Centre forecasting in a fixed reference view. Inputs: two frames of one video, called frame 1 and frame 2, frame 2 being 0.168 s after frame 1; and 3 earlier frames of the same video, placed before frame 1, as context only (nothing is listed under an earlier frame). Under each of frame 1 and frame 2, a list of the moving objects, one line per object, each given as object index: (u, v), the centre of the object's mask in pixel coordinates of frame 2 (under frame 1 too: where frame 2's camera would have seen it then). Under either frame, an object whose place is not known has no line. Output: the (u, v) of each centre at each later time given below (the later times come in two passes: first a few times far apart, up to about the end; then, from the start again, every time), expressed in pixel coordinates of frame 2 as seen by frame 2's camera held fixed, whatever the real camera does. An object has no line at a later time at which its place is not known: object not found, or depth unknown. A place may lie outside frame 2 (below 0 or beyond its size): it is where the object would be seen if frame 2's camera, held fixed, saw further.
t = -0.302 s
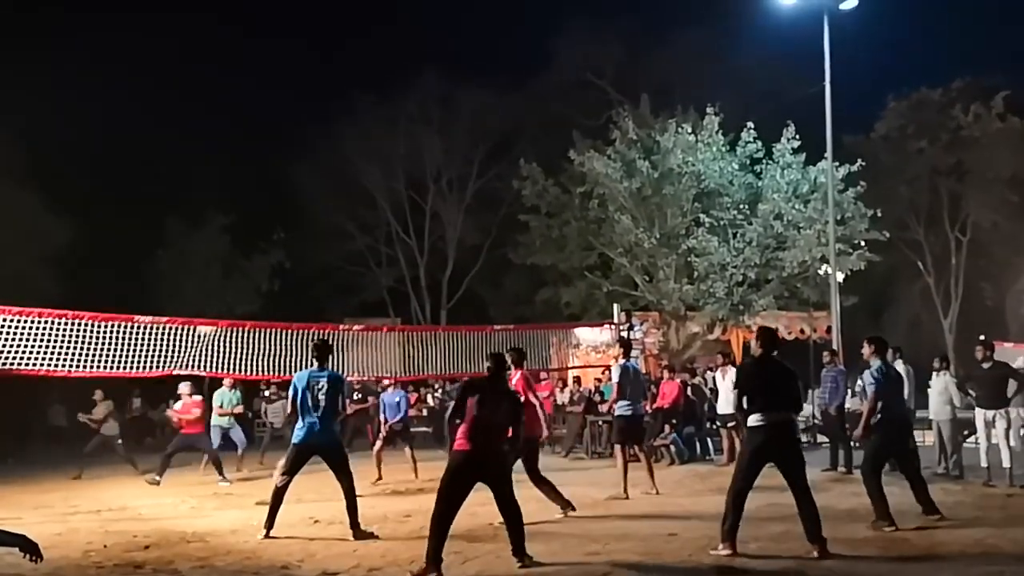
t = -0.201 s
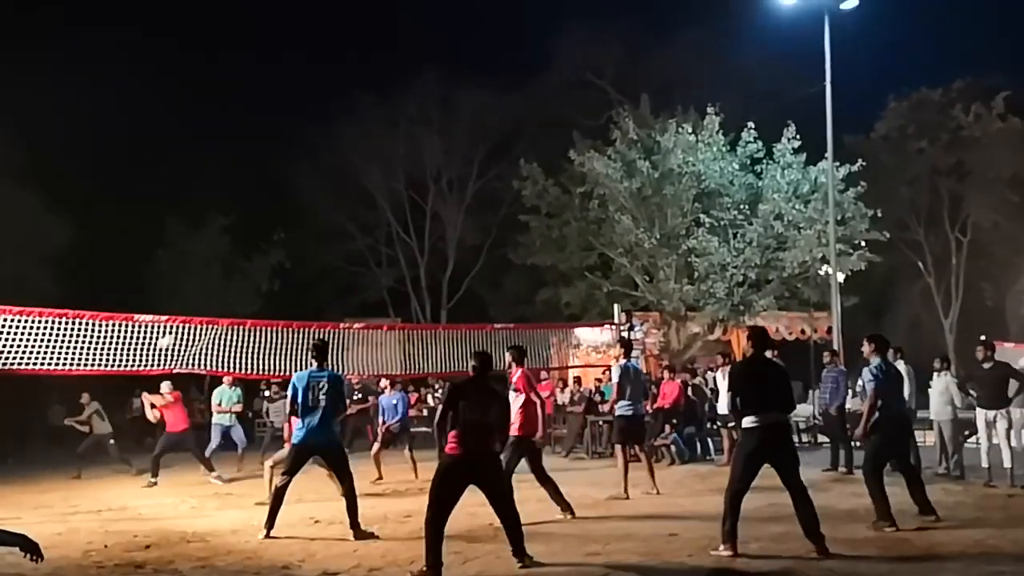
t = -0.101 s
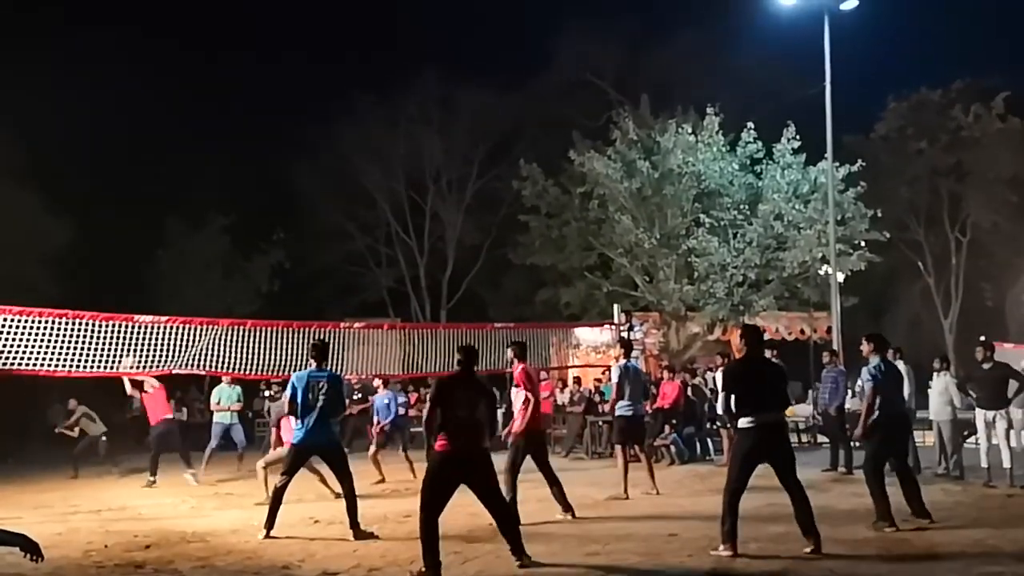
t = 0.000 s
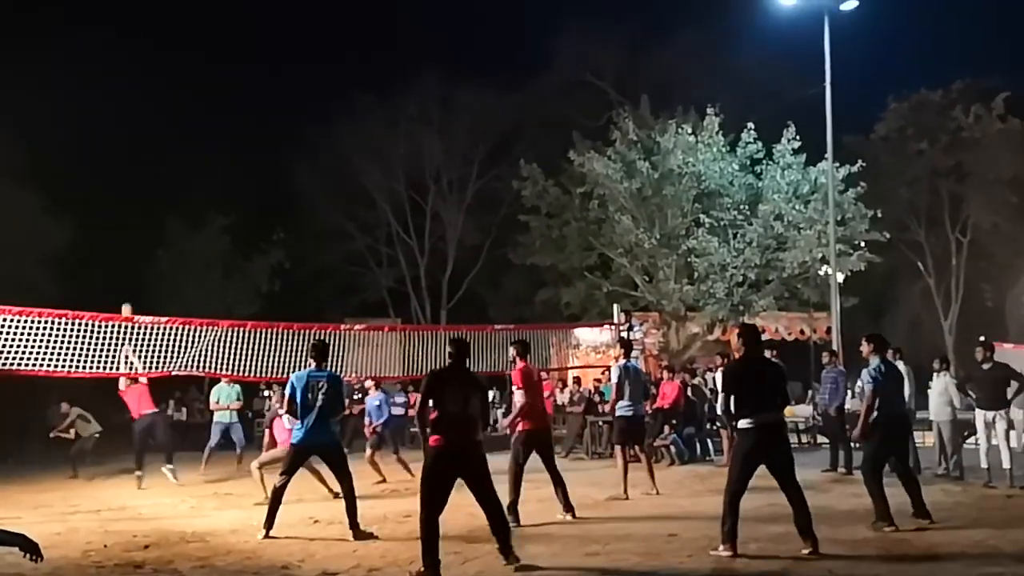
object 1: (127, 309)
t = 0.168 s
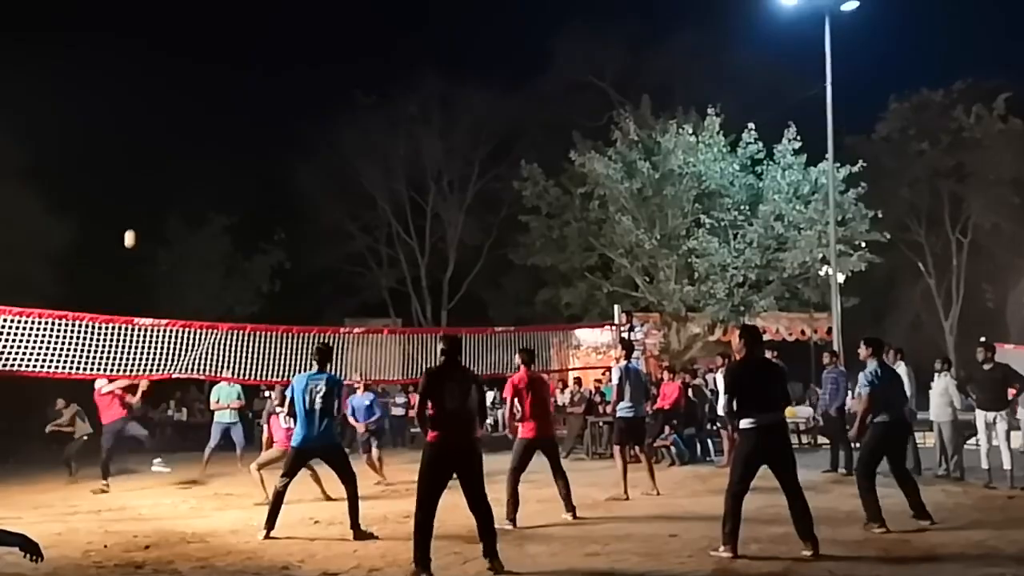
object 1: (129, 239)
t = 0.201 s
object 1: (130, 226)
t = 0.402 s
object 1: (132, 163)
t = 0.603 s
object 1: (134, 125)
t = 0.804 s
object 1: (136, 112)
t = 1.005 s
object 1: (136, 125)
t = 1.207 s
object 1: (135, 167)
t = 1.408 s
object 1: (134, 238)
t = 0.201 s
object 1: (130, 226)
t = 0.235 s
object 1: (130, 214)
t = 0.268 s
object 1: (130, 202)
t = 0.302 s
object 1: (131, 191)
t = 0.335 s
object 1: (131, 181)
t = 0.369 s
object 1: (132, 172)
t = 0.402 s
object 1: (132, 163)
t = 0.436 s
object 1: (133, 155)
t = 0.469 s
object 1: (133, 147)
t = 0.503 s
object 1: (133, 141)
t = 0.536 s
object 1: (133, 134)
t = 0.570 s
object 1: (134, 129)
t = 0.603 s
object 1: (134, 125)
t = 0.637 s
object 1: (134, 120)
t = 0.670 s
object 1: (134, 117)
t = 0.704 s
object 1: (135, 115)
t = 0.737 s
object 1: (135, 113)
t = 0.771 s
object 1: (135, 112)
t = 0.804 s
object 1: (136, 112)
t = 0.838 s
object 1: (136, 112)
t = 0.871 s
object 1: (136, 113)
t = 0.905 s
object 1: (136, 116)
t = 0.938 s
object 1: (136, 118)
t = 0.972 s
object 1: (136, 121)
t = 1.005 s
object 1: (136, 125)
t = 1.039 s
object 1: (136, 130)
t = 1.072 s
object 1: (136, 136)
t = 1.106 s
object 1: (135, 143)
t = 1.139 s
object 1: (136, 150)
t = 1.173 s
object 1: (136, 158)
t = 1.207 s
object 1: (135, 167)
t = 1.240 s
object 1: (135, 177)
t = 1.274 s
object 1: (135, 187)
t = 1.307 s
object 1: (135, 199)
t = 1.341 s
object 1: (135, 211)
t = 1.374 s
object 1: (134, 224)
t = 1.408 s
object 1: (134, 238)
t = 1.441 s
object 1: (134, 253)
